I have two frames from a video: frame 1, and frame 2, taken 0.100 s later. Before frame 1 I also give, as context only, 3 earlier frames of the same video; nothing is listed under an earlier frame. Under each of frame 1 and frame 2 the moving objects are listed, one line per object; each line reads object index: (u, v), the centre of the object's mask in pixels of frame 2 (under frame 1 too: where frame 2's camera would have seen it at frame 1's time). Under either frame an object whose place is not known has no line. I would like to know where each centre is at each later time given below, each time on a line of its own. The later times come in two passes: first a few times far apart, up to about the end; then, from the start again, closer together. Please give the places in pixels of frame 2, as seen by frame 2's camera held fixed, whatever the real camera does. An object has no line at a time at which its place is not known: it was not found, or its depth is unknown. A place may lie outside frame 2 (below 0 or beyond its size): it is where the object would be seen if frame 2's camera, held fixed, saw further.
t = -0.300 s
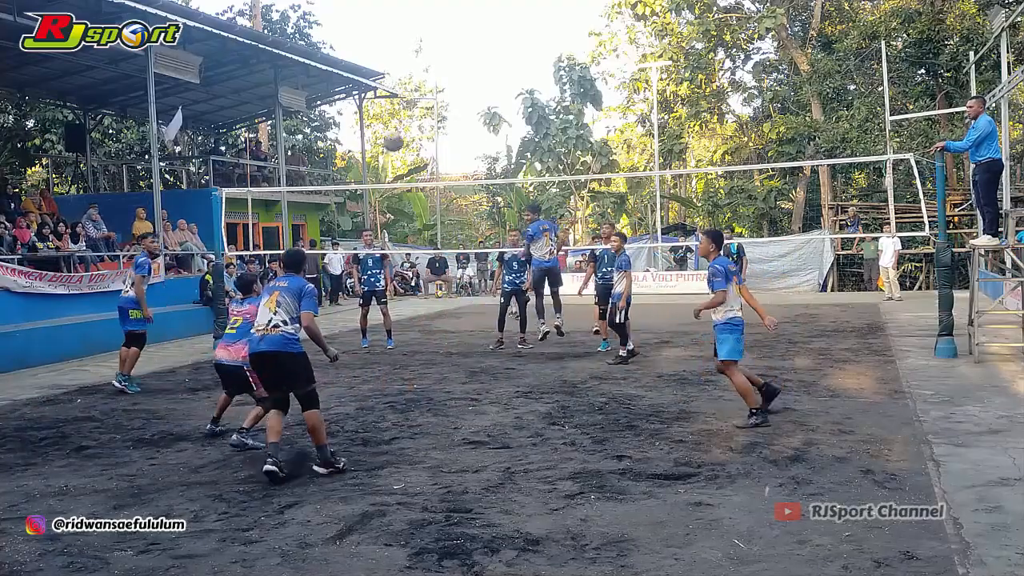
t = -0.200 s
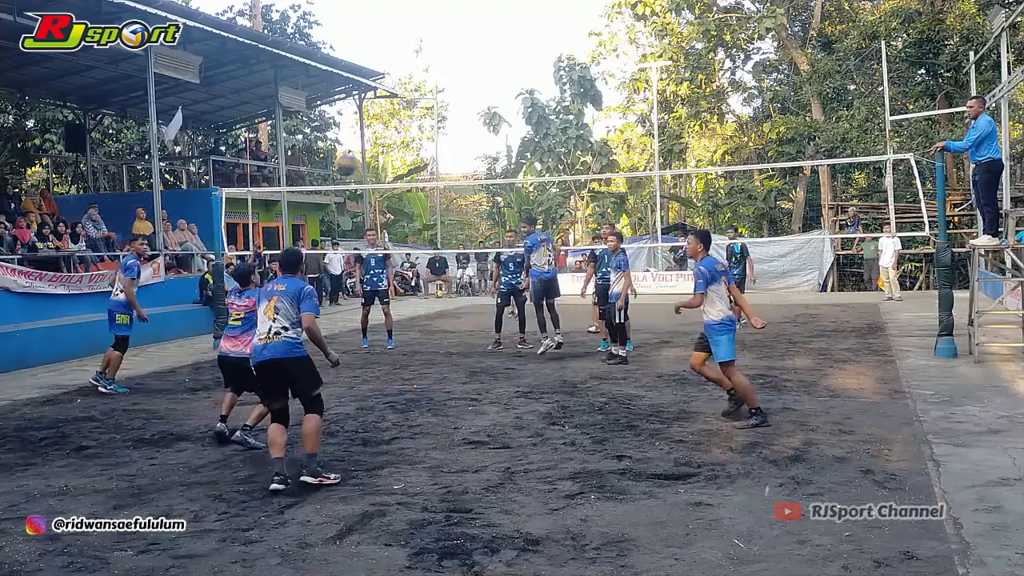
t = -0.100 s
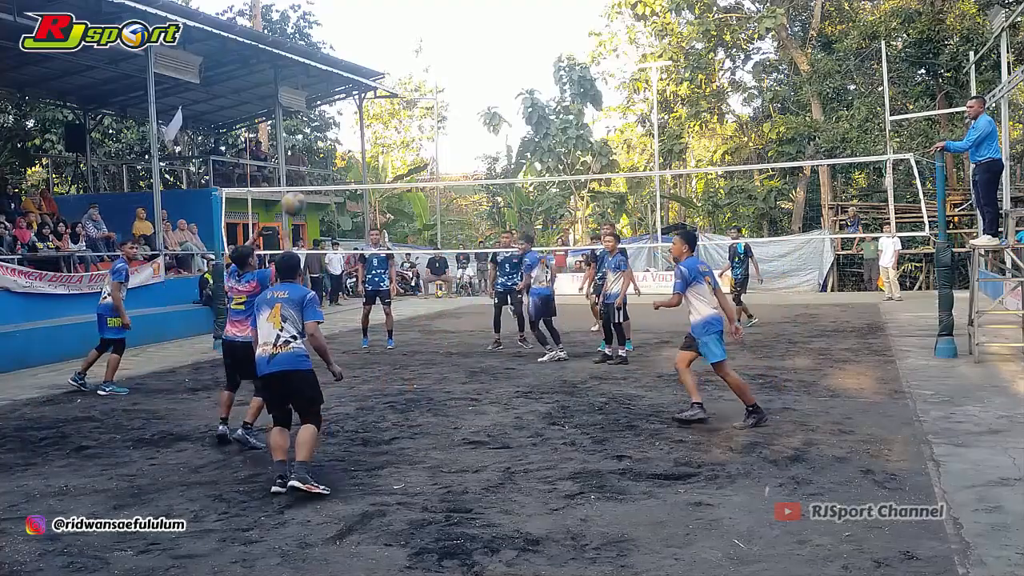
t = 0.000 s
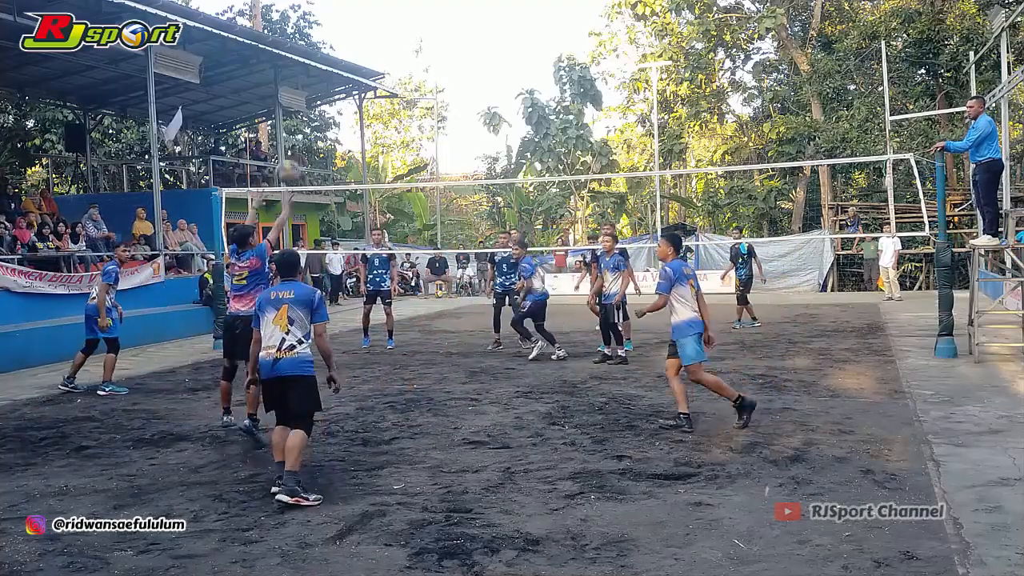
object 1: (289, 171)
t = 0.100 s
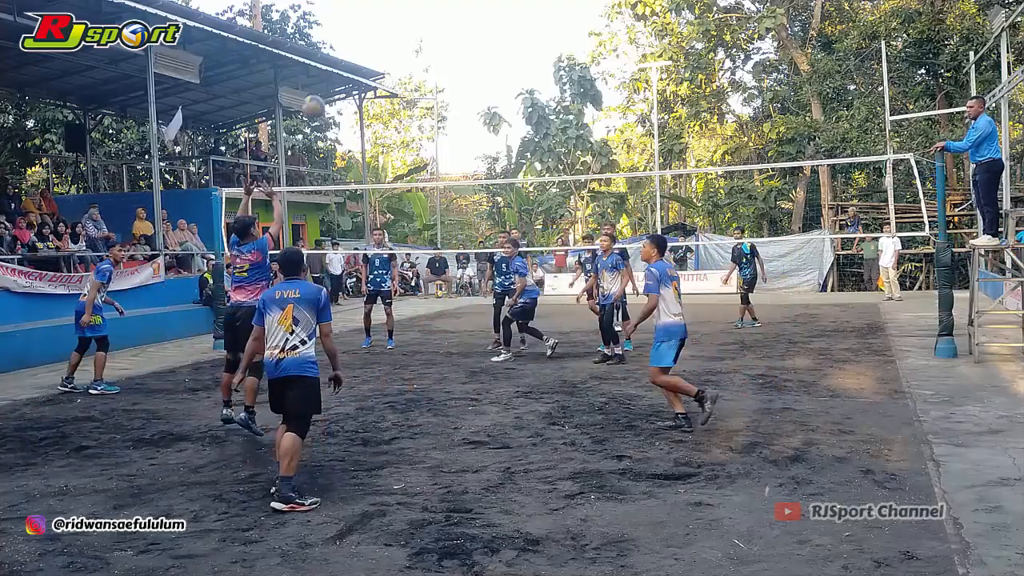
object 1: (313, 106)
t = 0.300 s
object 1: (360, 23)
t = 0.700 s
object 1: (440, 5)
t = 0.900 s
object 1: (474, 44)
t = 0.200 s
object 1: (337, 57)
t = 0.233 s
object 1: (345, 45)
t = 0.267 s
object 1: (352, 34)
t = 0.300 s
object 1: (360, 23)
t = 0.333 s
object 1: (367, 15)
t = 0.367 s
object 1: (375, 8)
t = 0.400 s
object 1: (382, 5)
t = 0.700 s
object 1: (440, 5)
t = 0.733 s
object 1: (446, 7)
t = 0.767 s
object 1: (452, 12)
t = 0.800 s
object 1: (457, 19)
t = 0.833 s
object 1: (463, 27)
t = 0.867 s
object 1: (468, 35)
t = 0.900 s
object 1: (474, 44)
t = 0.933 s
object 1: (479, 54)
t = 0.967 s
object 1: (484, 64)
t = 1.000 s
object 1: (490, 75)
